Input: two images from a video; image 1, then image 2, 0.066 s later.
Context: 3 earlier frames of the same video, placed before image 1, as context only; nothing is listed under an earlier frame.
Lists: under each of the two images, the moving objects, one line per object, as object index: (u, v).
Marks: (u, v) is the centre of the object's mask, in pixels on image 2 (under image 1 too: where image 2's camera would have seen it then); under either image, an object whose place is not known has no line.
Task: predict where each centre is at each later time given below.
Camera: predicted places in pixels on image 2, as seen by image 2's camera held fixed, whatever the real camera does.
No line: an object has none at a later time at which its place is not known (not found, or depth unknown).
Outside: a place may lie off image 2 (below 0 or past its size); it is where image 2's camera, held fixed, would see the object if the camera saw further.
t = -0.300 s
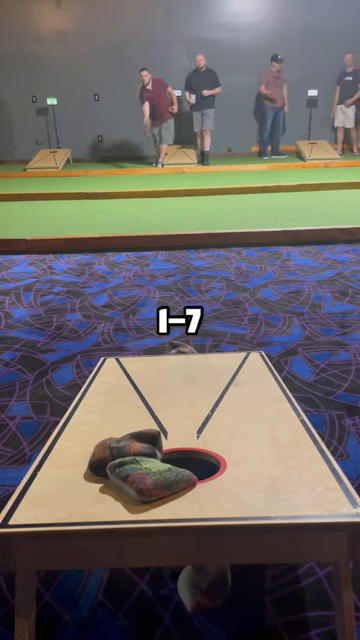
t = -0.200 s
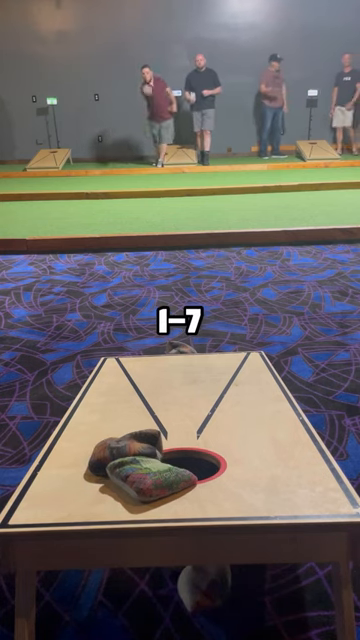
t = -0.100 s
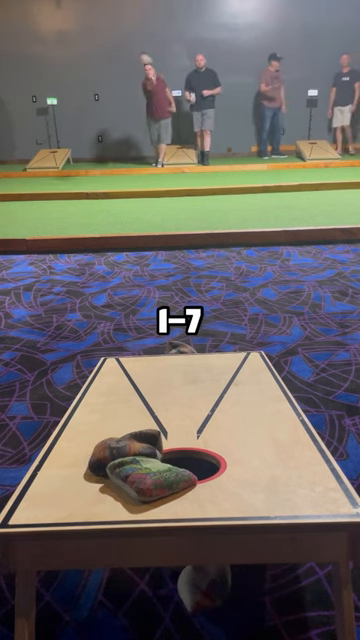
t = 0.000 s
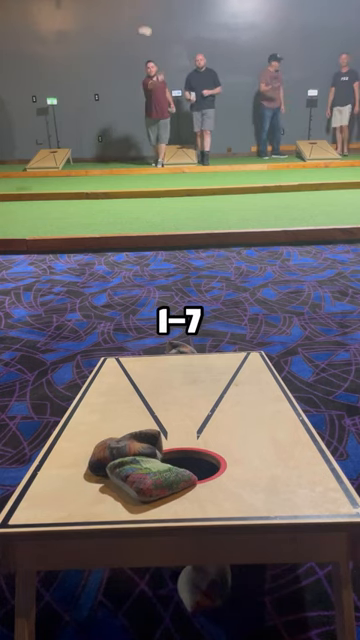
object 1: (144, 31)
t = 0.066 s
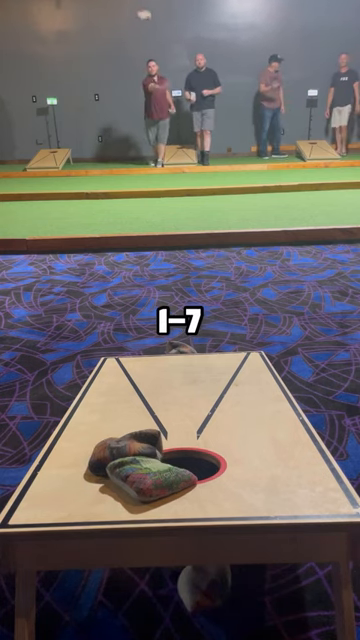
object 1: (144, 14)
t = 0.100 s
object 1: (143, 6)
